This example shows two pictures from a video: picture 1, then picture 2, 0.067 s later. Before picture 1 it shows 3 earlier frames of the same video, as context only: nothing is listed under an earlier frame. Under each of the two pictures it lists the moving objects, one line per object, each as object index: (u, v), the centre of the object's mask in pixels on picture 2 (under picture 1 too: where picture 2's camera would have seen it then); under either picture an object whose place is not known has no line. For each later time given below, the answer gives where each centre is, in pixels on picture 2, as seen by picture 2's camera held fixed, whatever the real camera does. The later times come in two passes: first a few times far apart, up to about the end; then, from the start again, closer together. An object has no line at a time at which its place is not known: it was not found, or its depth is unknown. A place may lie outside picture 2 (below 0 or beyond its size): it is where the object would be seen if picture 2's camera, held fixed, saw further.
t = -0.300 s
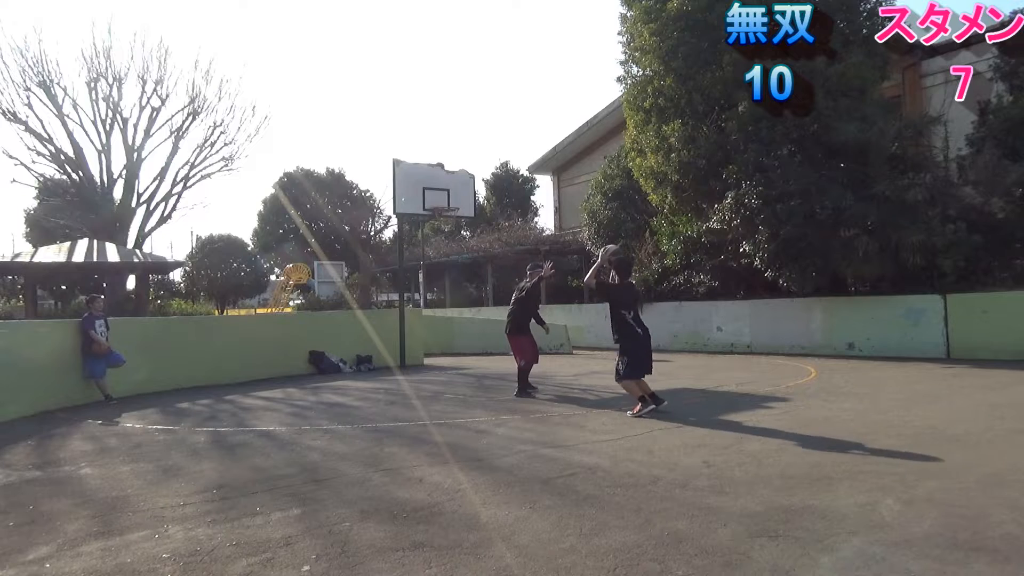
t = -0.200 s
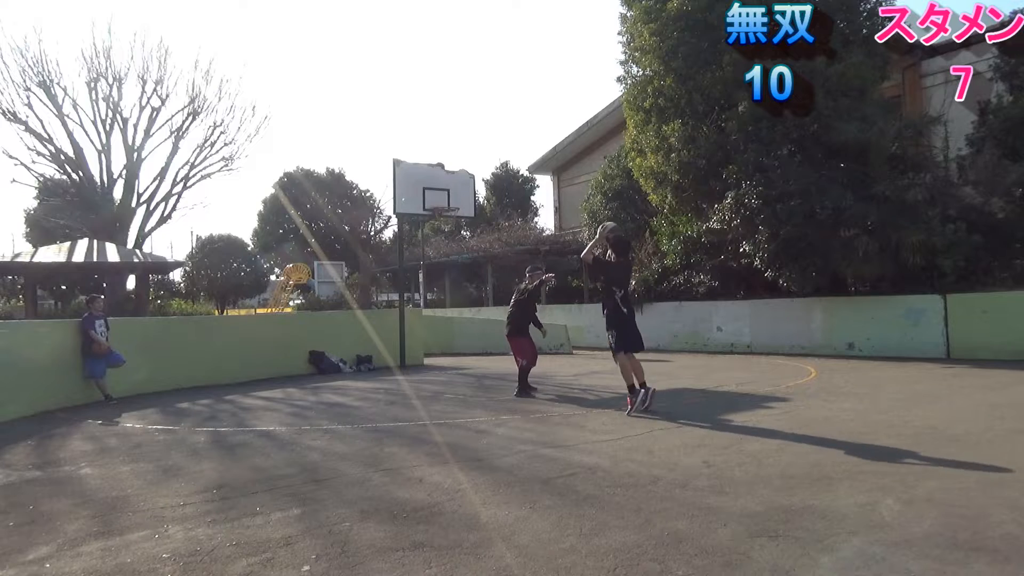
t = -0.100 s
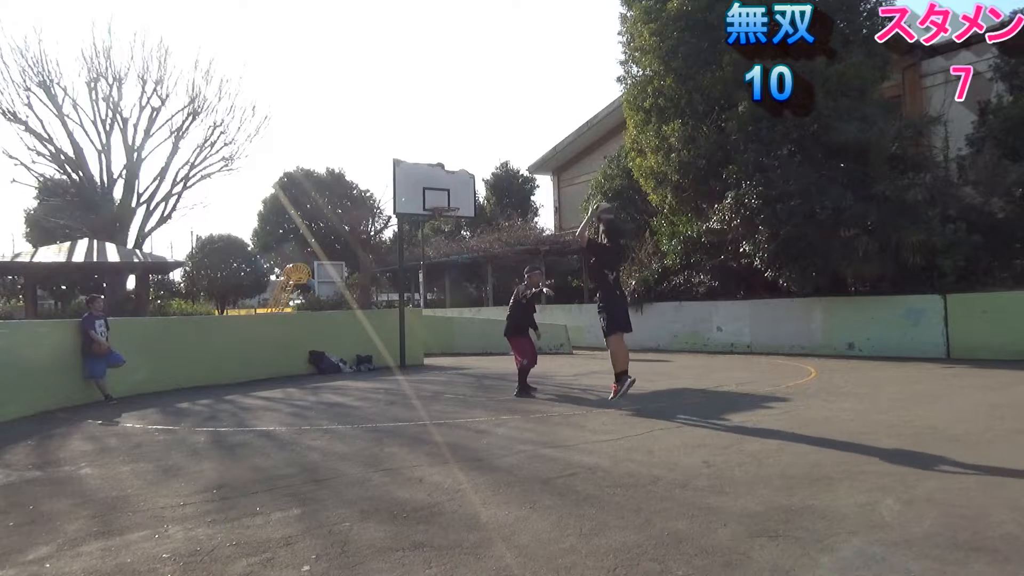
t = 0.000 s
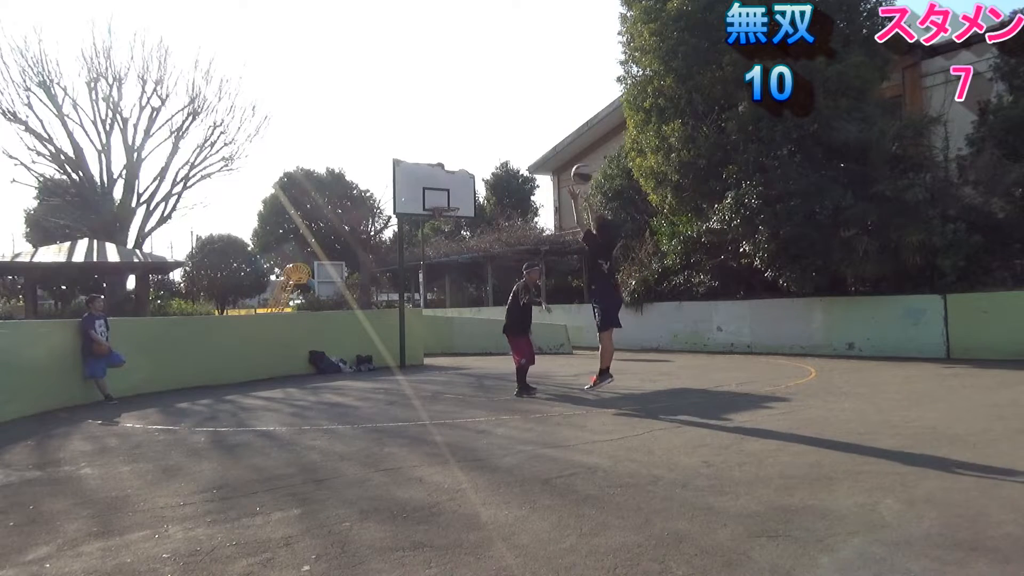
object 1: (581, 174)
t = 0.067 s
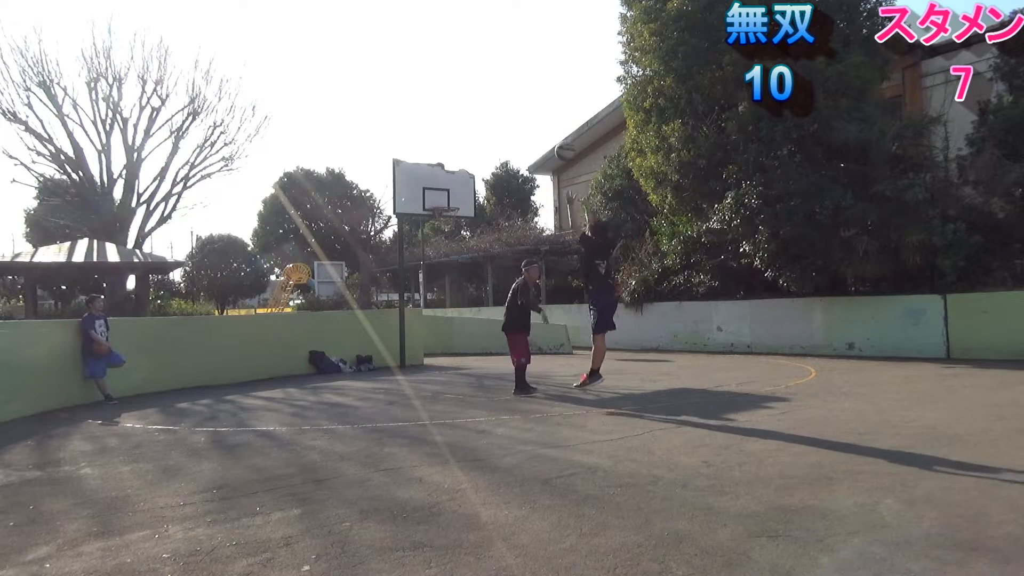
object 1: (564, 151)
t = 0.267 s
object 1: (522, 109)
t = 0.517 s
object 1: (481, 105)
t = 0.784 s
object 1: (448, 140)
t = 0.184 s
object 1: (539, 122)
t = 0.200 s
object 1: (535, 119)
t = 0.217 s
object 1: (532, 116)
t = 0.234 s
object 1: (528, 113)
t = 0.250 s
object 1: (525, 111)
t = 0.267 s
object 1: (522, 109)
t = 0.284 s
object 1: (519, 107)
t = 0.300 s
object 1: (516, 106)
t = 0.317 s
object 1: (513, 105)
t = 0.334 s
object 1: (510, 104)
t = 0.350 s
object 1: (507, 103)
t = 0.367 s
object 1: (504, 102)
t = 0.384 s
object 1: (501, 101)
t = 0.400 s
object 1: (499, 101)
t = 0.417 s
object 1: (496, 101)
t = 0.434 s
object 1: (494, 101)
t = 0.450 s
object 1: (491, 102)
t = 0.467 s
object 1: (488, 102)
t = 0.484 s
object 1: (486, 103)
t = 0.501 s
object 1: (483, 104)
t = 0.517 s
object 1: (481, 105)
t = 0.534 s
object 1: (479, 106)
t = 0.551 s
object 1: (476, 107)
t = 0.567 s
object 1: (474, 109)
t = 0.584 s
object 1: (472, 110)
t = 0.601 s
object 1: (470, 112)
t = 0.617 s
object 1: (468, 114)
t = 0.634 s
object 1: (465, 116)
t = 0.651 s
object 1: (463, 118)
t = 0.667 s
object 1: (461, 121)
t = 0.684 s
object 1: (459, 123)
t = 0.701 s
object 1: (457, 125)
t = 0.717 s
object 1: (455, 128)
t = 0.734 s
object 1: (453, 131)
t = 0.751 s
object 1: (452, 134)
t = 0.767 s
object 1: (450, 137)
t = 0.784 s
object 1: (448, 140)
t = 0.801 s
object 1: (446, 143)
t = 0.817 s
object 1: (444, 147)
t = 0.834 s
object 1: (443, 150)
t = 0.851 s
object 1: (441, 154)
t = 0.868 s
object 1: (439, 158)
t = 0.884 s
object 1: (438, 162)
